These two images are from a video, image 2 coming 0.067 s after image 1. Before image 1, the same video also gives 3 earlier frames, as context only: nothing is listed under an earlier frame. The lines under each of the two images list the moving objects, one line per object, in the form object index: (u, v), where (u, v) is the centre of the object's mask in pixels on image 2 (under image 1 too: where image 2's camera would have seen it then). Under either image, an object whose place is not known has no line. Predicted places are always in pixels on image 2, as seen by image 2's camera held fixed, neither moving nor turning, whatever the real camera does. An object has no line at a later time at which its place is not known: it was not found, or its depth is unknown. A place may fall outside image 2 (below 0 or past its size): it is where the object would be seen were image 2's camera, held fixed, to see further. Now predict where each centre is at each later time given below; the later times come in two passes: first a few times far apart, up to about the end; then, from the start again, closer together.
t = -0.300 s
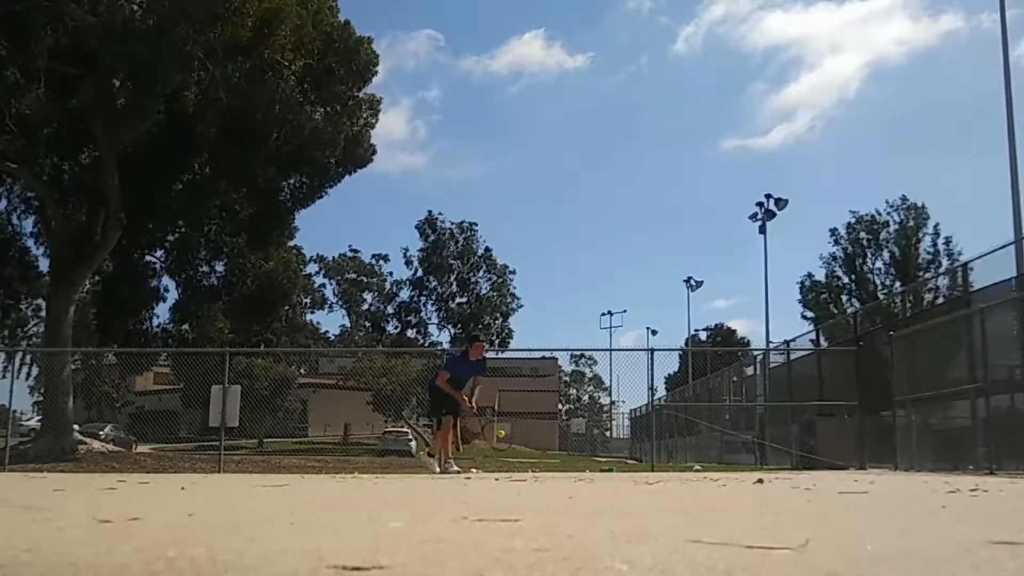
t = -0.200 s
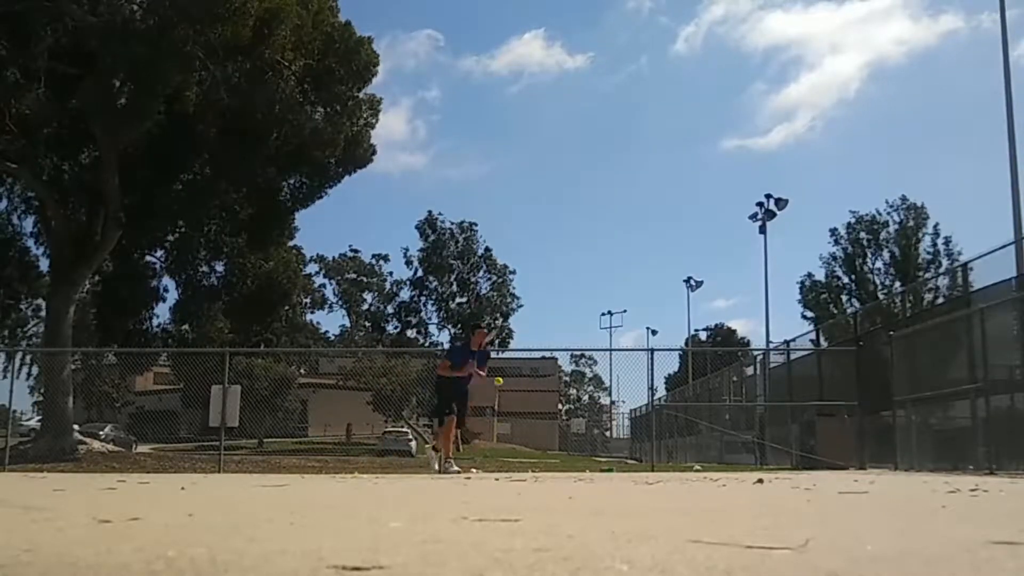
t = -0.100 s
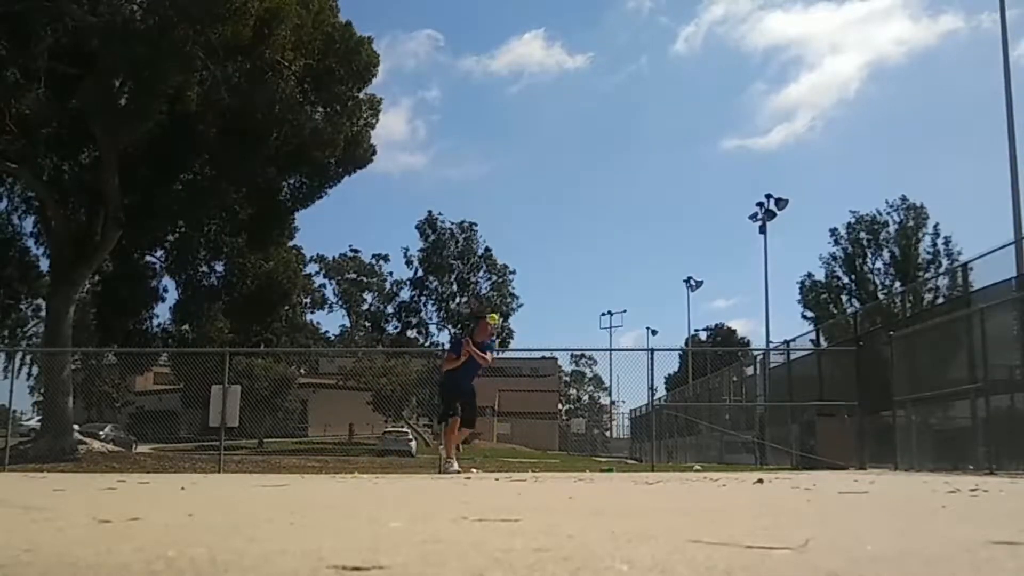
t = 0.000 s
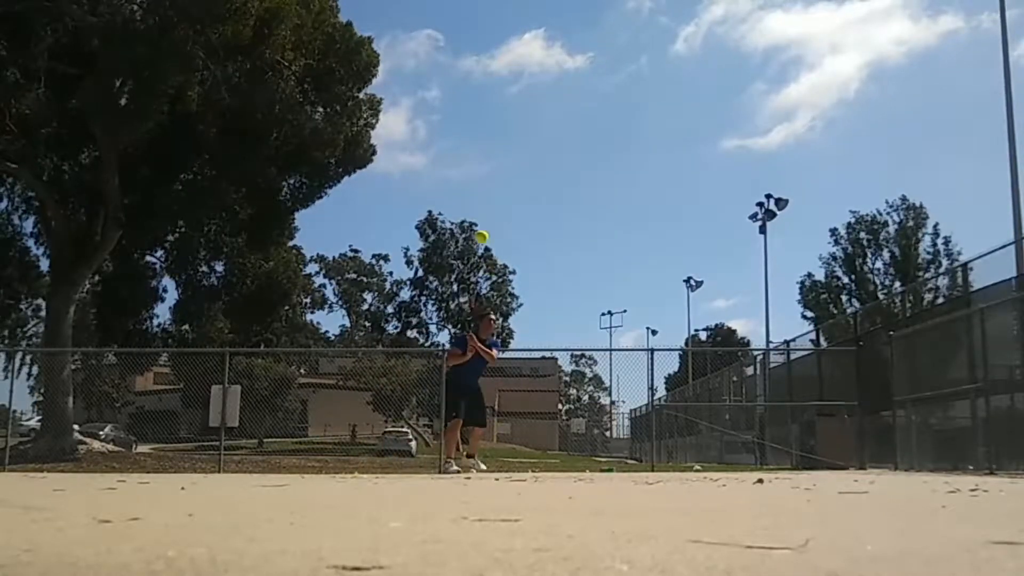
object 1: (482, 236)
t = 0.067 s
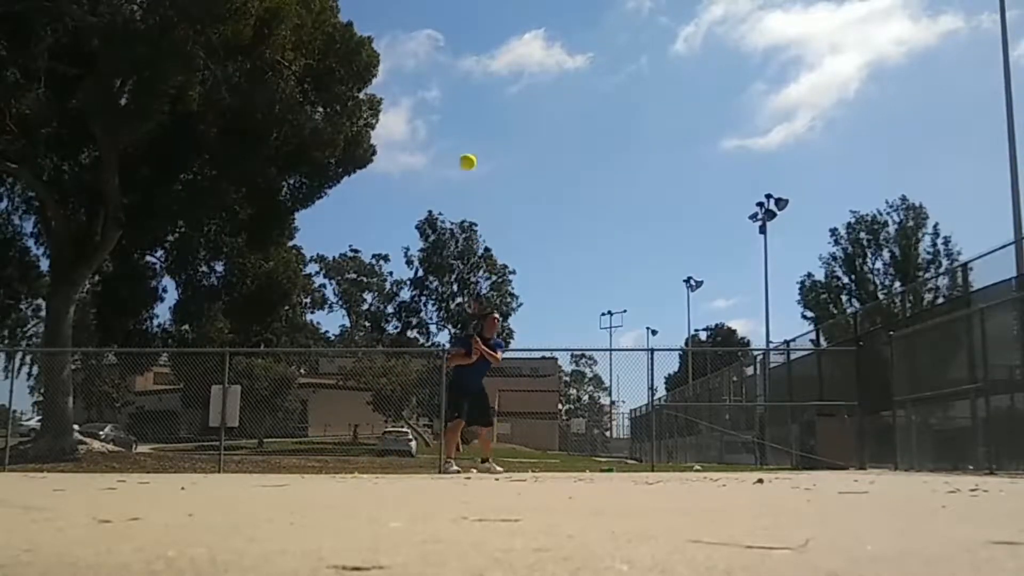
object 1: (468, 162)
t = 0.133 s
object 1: (444, 53)
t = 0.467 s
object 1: (351, 20)
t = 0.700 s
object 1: (445, 448)
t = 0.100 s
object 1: (458, 113)
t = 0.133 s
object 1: (444, 53)
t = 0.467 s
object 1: (351, 20)
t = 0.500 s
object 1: (381, 147)
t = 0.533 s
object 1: (401, 240)
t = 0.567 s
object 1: (415, 312)
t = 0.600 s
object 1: (425, 371)
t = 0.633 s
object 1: (434, 423)
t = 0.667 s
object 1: (441, 467)
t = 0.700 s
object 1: (445, 448)
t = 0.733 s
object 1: (451, 422)
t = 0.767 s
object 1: (454, 400)
